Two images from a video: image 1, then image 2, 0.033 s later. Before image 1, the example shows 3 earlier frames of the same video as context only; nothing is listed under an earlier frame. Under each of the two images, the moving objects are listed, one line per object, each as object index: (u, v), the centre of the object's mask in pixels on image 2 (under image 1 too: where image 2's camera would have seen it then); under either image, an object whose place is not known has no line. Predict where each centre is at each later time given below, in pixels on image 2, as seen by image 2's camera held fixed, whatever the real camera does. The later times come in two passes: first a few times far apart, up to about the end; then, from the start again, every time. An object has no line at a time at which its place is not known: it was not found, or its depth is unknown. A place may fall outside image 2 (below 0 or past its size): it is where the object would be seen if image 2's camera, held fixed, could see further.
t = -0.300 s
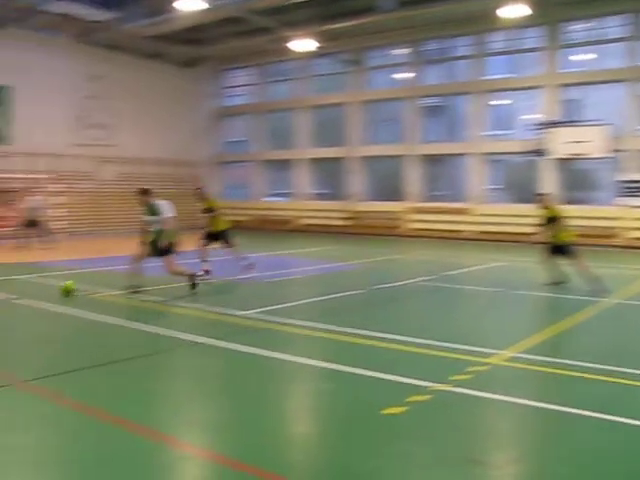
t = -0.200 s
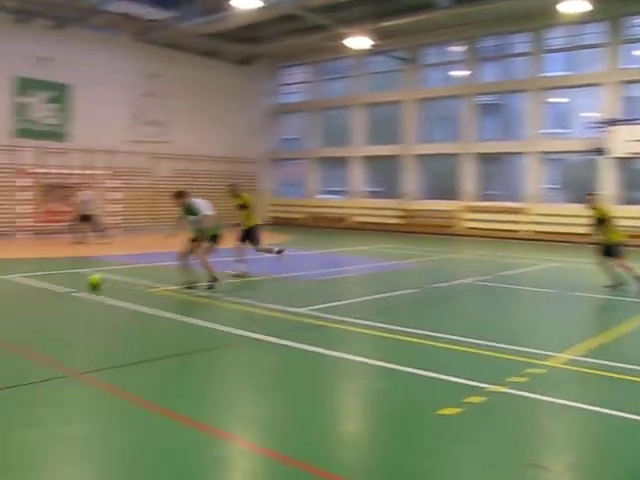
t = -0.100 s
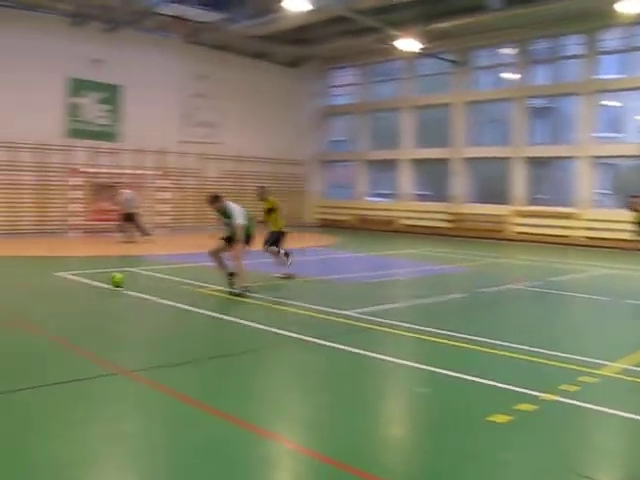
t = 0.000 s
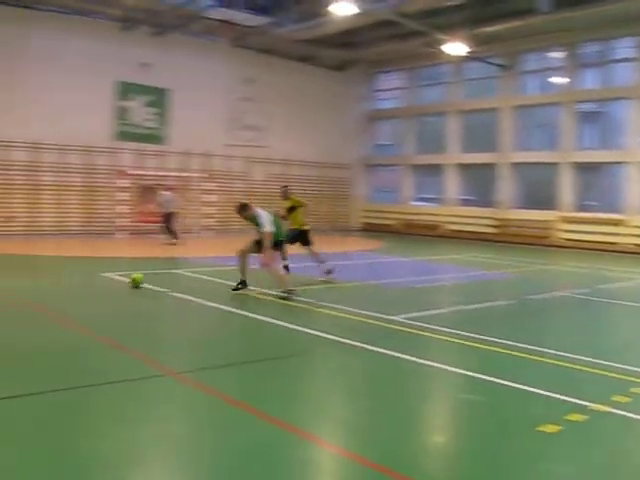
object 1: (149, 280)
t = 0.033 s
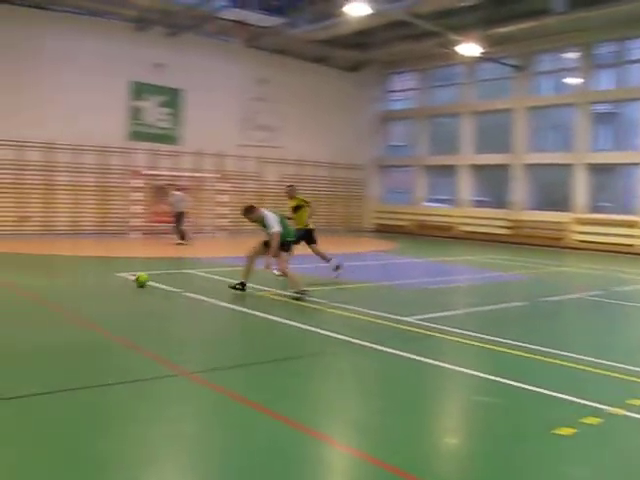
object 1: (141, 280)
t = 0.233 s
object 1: (94, 277)
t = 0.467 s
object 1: (42, 274)
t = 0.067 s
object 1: (133, 279)
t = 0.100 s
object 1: (124, 279)
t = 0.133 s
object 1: (117, 278)
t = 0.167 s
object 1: (109, 278)
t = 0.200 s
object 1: (102, 277)
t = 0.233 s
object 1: (94, 277)
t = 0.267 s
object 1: (86, 277)
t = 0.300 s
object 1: (78, 276)
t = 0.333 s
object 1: (71, 276)
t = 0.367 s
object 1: (64, 275)
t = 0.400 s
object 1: (56, 275)
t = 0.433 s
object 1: (49, 274)
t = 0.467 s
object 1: (42, 274)
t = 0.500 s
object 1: (35, 274)
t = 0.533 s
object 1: (28, 273)
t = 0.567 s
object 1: (20, 272)
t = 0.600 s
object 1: (13, 272)
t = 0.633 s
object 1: (6, 271)
